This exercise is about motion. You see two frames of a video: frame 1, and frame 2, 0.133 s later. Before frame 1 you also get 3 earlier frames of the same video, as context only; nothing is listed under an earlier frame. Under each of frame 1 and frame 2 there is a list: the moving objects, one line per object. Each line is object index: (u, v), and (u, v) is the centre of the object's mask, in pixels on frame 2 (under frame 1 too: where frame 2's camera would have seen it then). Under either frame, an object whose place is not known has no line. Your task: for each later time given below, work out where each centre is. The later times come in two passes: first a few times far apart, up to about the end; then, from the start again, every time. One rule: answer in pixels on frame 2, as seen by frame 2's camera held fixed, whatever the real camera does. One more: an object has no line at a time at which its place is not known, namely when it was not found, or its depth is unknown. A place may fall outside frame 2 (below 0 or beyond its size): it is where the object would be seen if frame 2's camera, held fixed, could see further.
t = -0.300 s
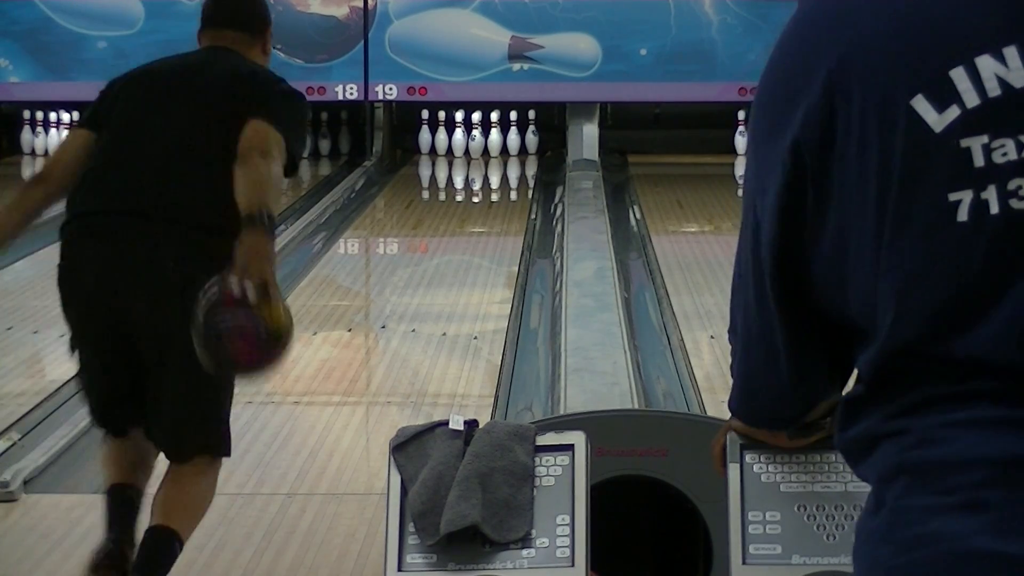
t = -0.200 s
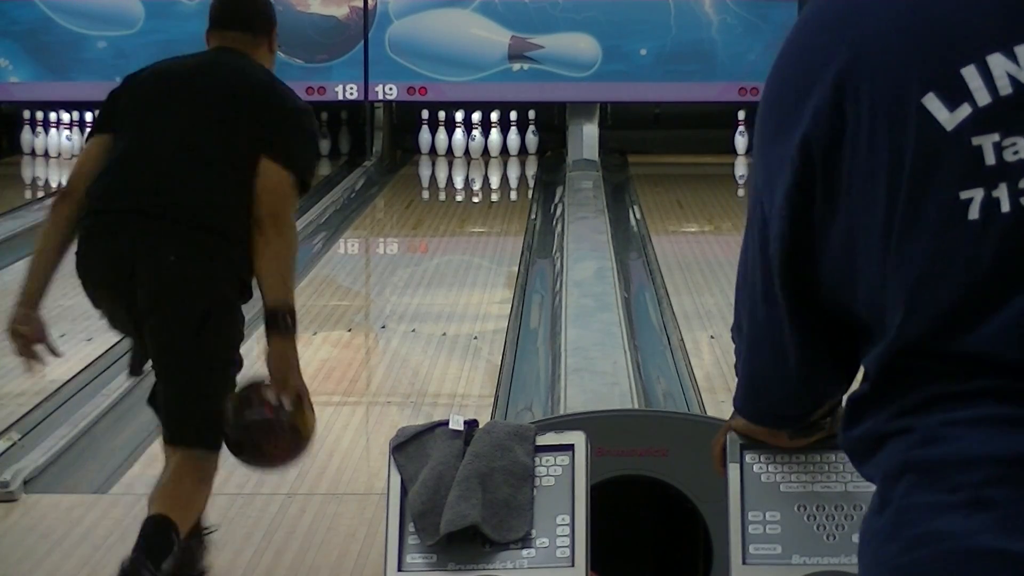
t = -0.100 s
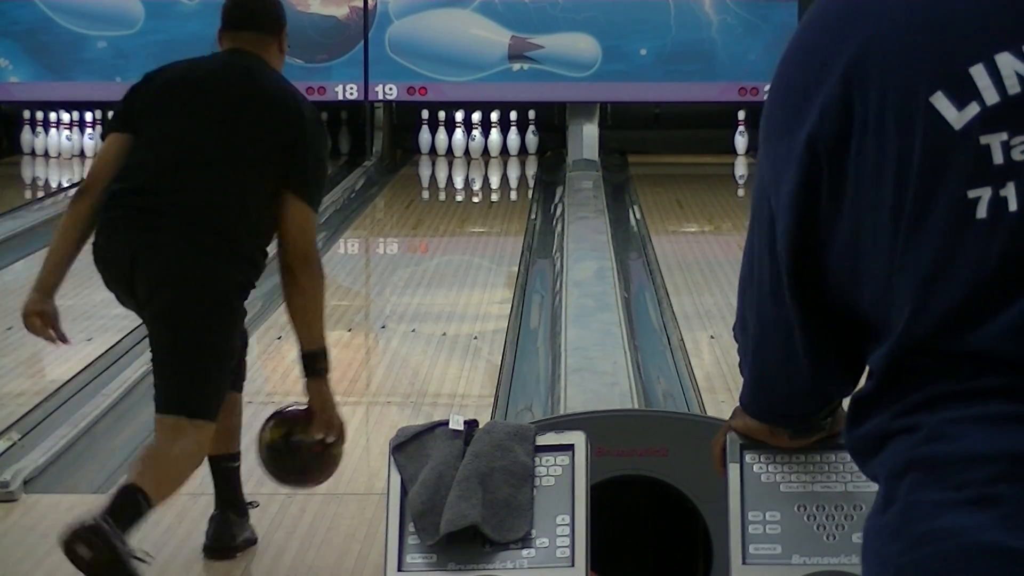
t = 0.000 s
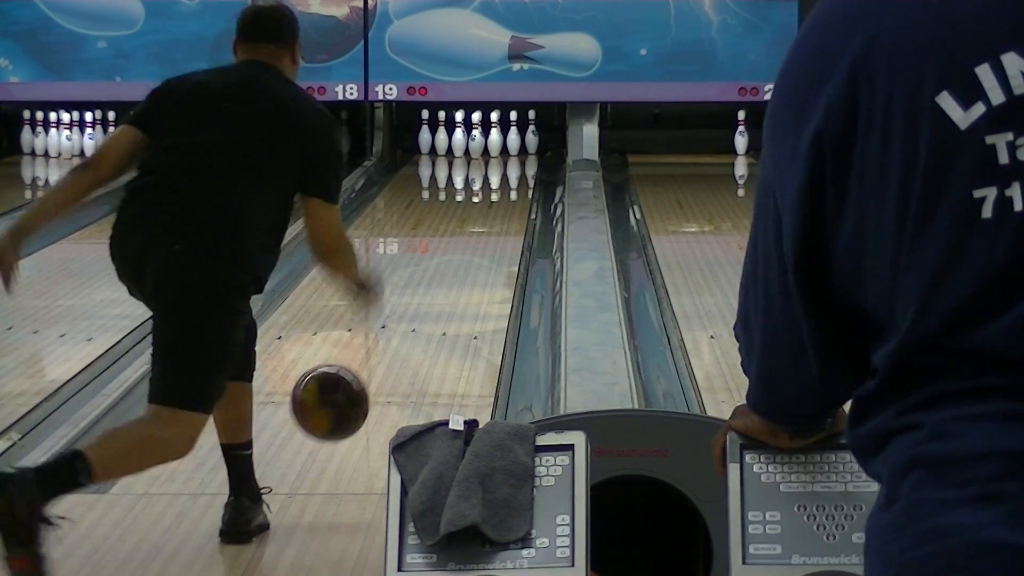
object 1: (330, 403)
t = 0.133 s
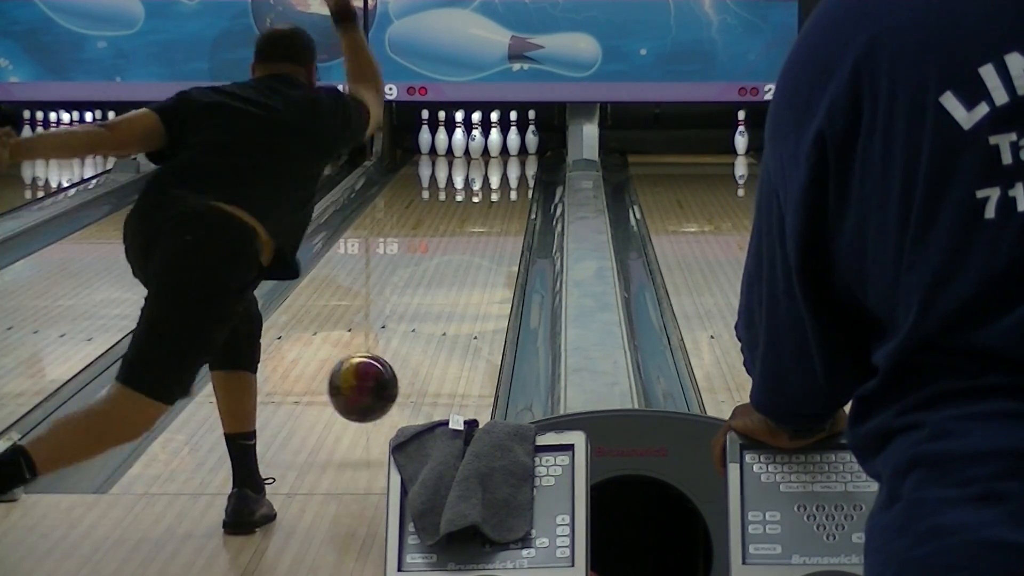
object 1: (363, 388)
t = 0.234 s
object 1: (384, 392)
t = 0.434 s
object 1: (416, 344)
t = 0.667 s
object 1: (444, 299)
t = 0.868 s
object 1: (462, 269)
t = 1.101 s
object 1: (478, 239)
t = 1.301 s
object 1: (489, 219)
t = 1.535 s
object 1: (498, 200)
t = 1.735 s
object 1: (502, 185)
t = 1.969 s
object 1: (503, 172)
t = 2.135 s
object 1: (501, 163)
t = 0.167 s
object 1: (370, 393)
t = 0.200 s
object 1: (377, 401)
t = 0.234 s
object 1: (384, 392)
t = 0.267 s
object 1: (390, 382)
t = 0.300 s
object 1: (396, 376)
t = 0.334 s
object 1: (401, 367)
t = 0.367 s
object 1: (407, 359)
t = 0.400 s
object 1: (412, 352)
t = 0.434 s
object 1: (416, 344)
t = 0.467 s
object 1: (421, 336)
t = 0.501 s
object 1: (425, 330)
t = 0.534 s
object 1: (429, 323)
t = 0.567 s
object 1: (433, 316)
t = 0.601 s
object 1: (437, 310)
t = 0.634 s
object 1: (441, 305)
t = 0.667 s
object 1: (444, 299)
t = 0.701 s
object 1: (448, 294)
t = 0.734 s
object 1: (451, 289)
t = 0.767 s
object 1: (454, 284)
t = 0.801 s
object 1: (457, 279)
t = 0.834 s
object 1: (459, 274)
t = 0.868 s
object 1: (462, 269)
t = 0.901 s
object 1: (465, 264)
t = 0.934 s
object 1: (467, 260)
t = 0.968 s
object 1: (470, 255)
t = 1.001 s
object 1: (472, 251)
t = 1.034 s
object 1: (474, 247)
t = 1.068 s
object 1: (476, 243)
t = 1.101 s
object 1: (478, 239)
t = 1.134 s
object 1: (480, 236)
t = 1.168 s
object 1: (482, 232)
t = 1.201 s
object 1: (484, 229)
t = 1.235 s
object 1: (486, 226)
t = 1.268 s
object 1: (487, 223)
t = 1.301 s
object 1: (489, 219)
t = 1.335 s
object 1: (490, 216)
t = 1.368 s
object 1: (491, 213)
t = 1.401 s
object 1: (494, 210)
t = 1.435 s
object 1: (494, 207)
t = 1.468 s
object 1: (496, 205)
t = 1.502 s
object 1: (497, 202)
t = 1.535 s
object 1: (498, 200)
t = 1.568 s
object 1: (499, 197)
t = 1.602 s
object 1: (500, 194)
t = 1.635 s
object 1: (501, 192)
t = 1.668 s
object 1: (501, 189)
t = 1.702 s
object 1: (502, 187)
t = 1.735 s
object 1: (502, 185)
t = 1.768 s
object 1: (503, 183)
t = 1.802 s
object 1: (503, 181)
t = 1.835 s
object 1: (503, 179)
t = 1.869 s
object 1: (503, 177)
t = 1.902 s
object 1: (503, 175)
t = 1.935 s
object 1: (503, 173)
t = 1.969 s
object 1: (503, 172)
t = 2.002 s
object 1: (503, 170)
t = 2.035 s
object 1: (503, 168)
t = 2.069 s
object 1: (503, 167)
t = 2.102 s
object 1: (502, 165)
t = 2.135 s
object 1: (501, 163)
